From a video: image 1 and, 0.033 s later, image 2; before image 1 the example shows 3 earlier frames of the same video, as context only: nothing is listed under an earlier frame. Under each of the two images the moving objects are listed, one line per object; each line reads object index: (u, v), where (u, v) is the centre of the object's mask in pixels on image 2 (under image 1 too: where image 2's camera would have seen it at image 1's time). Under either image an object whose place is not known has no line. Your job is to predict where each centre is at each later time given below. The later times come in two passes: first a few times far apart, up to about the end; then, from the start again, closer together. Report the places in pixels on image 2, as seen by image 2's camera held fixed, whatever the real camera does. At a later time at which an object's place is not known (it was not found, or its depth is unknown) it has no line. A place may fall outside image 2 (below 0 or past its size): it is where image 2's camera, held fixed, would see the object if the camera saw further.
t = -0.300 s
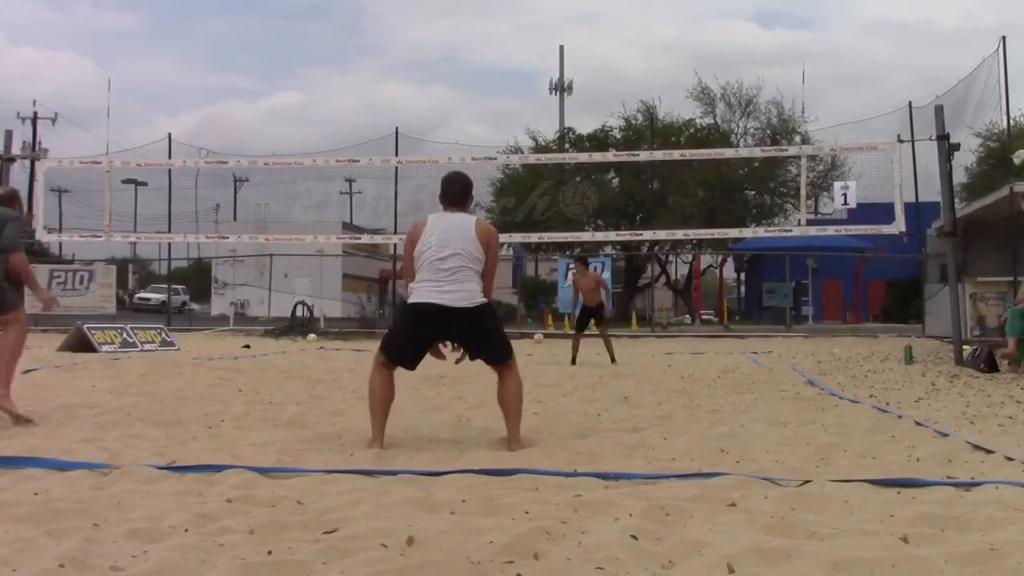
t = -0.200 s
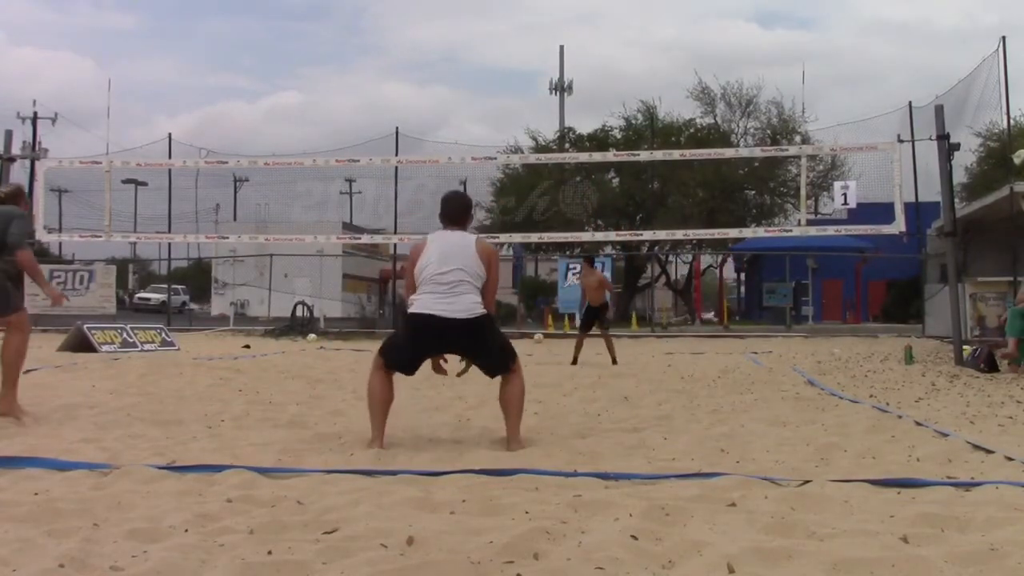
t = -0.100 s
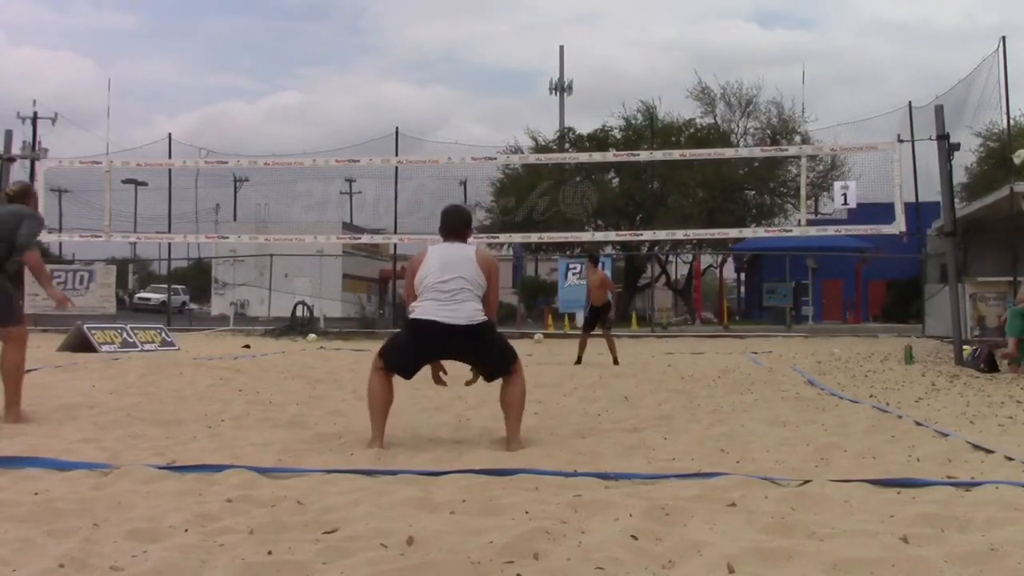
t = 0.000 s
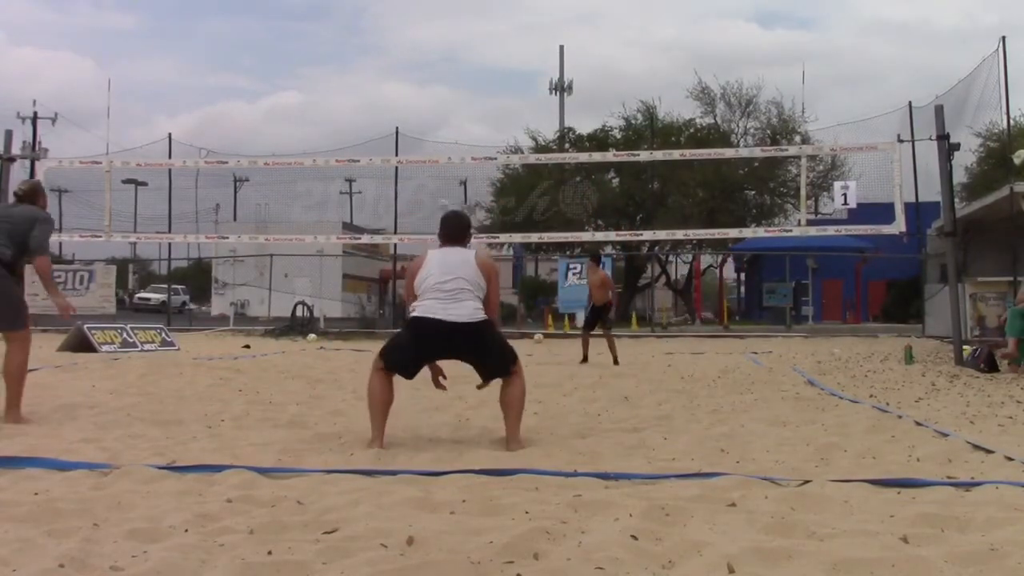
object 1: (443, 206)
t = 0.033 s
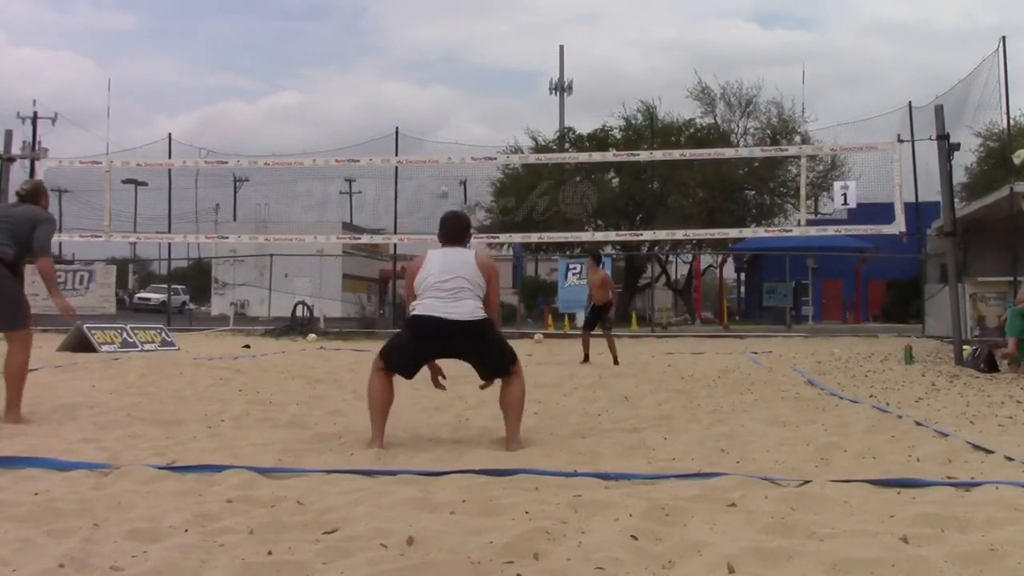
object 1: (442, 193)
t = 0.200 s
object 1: (448, 134)
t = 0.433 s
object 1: (460, 63)
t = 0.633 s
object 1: (472, 20)
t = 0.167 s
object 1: (447, 146)
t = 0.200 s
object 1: (448, 134)
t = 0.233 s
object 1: (449, 122)
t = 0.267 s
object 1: (451, 112)
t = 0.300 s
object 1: (452, 101)
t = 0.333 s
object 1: (454, 91)
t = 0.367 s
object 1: (456, 82)
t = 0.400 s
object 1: (458, 72)
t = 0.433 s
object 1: (460, 63)
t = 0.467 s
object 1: (462, 55)
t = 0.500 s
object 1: (464, 46)
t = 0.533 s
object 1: (465, 39)
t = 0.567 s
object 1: (467, 32)
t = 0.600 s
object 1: (470, 25)
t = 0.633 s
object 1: (472, 20)
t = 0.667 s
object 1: (474, 15)
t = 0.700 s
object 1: (476, 10)
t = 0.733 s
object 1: (477, 8)
